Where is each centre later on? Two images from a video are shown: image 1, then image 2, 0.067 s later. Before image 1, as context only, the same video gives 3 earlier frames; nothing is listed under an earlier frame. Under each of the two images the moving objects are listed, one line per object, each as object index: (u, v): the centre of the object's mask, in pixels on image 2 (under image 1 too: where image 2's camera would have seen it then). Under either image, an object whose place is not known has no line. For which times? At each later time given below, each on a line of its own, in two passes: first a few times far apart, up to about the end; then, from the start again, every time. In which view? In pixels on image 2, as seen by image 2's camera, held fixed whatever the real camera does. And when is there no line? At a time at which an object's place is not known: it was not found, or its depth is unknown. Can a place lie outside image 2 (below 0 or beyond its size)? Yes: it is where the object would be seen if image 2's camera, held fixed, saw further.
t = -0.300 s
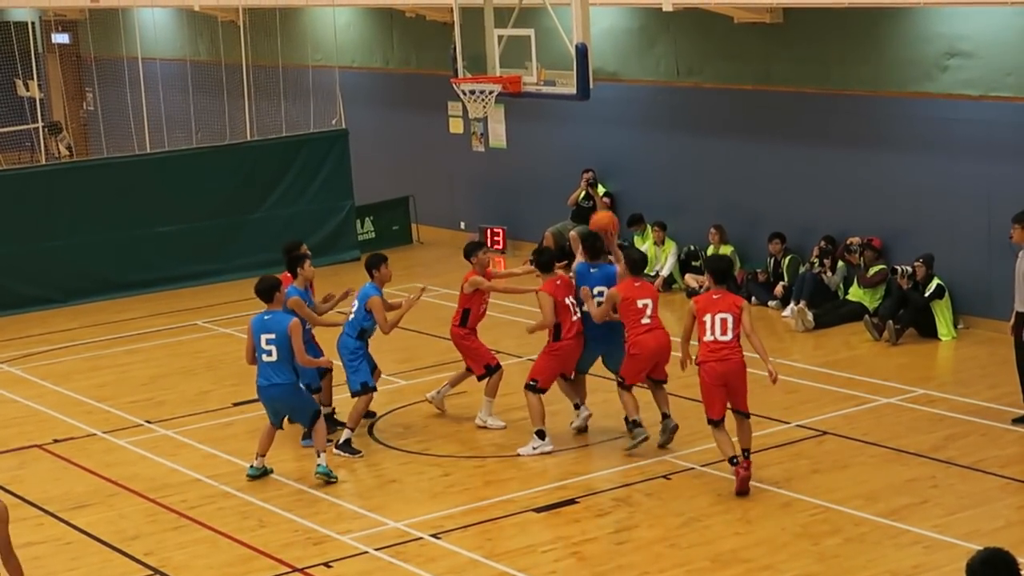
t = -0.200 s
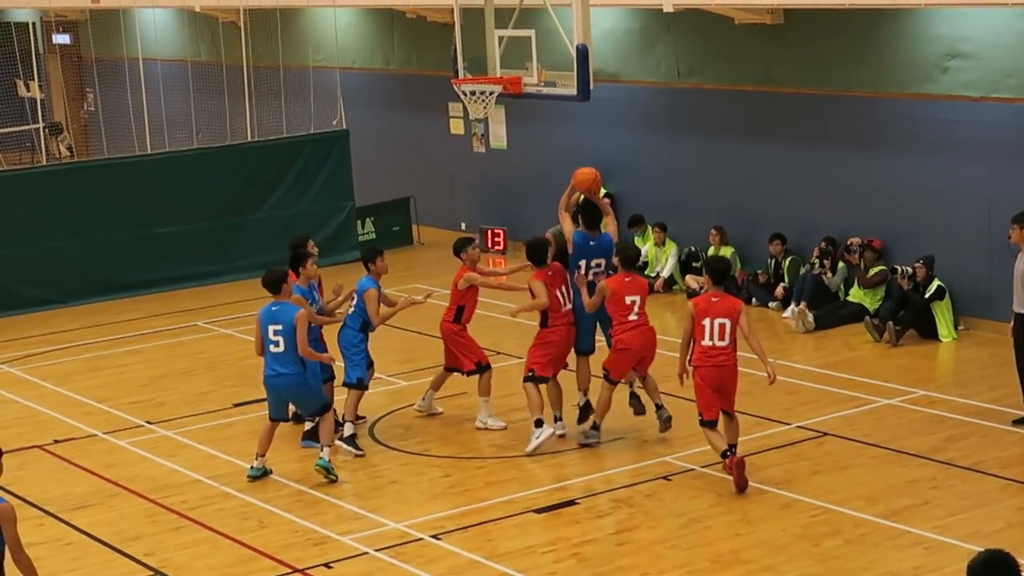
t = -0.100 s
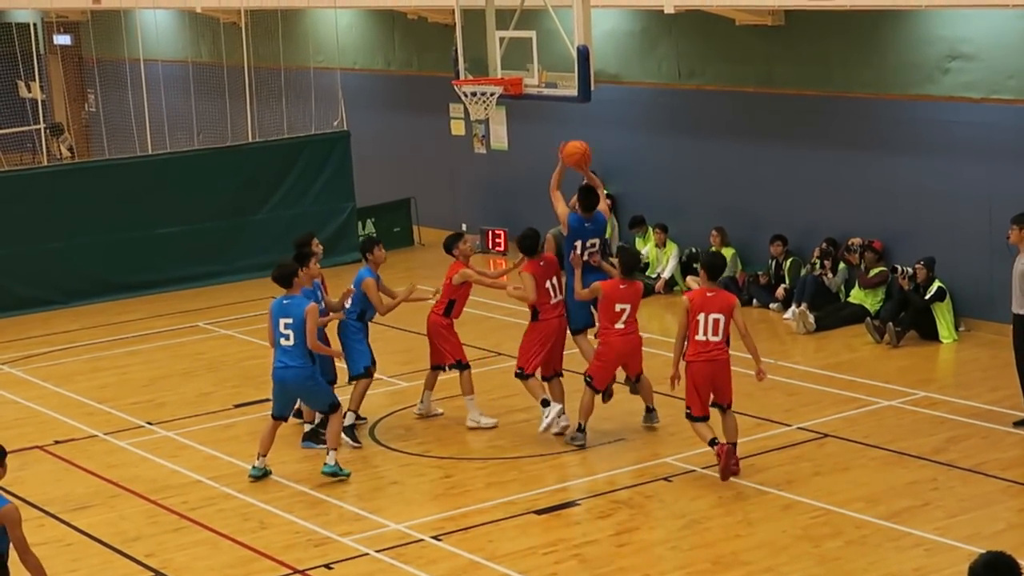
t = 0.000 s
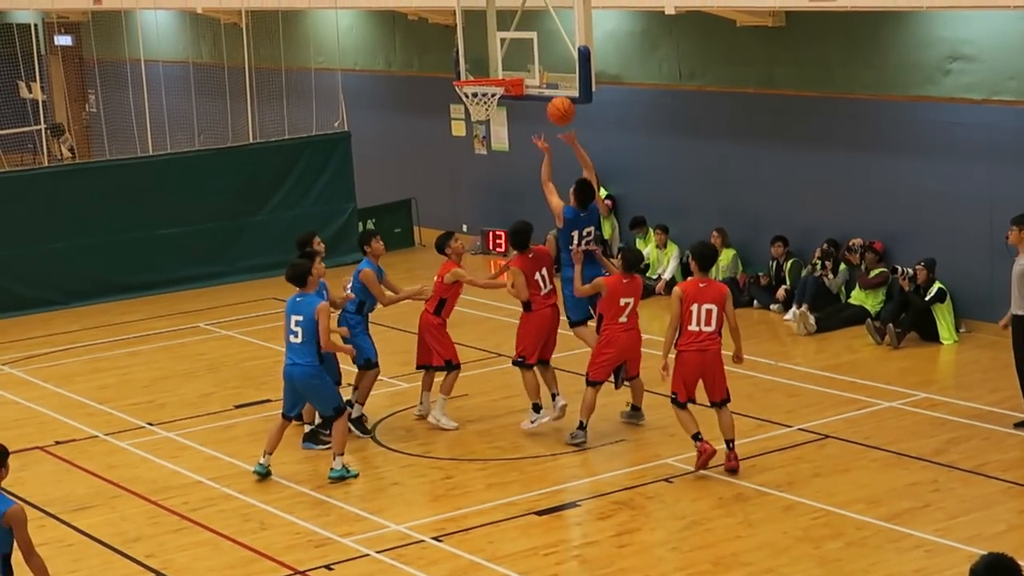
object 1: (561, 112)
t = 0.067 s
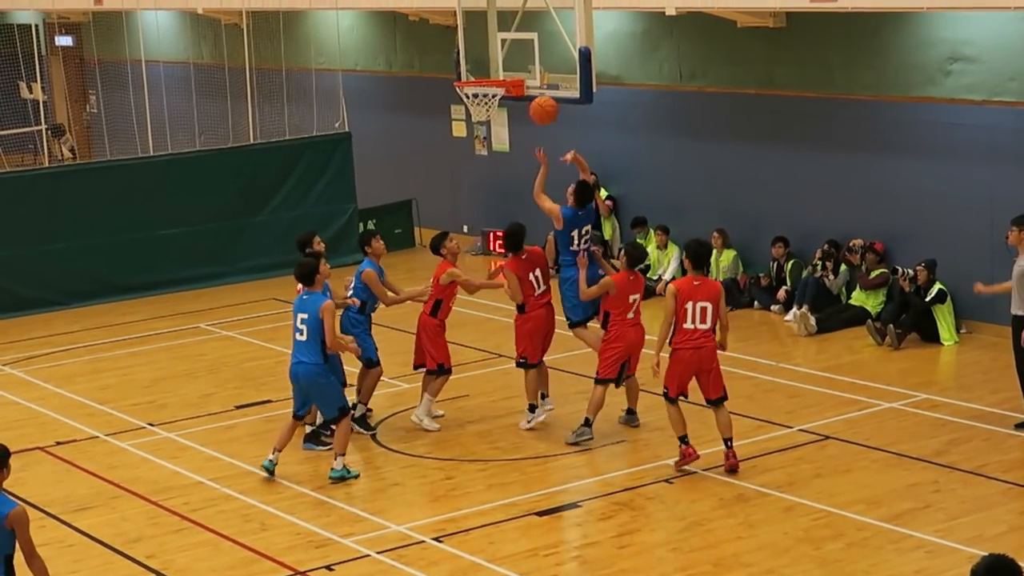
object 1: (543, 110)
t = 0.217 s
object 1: (504, 128)
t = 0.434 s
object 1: (448, 199)
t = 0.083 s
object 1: (539, 111)
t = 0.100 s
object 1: (535, 112)
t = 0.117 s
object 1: (530, 113)
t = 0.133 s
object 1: (525, 115)
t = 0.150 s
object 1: (521, 117)
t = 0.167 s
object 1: (517, 119)
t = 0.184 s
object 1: (512, 122)
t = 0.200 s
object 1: (508, 124)
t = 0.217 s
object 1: (504, 128)
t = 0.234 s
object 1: (499, 132)
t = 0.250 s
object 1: (494, 136)
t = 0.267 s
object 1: (490, 140)
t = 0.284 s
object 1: (485, 145)
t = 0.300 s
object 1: (481, 150)
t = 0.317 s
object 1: (477, 154)
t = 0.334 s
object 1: (473, 159)
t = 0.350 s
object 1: (468, 165)
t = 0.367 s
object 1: (464, 171)
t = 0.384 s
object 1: (460, 177)
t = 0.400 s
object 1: (456, 184)
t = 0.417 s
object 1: (452, 191)
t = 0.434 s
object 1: (448, 199)
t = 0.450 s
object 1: (444, 206)
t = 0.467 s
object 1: (440, 213)
